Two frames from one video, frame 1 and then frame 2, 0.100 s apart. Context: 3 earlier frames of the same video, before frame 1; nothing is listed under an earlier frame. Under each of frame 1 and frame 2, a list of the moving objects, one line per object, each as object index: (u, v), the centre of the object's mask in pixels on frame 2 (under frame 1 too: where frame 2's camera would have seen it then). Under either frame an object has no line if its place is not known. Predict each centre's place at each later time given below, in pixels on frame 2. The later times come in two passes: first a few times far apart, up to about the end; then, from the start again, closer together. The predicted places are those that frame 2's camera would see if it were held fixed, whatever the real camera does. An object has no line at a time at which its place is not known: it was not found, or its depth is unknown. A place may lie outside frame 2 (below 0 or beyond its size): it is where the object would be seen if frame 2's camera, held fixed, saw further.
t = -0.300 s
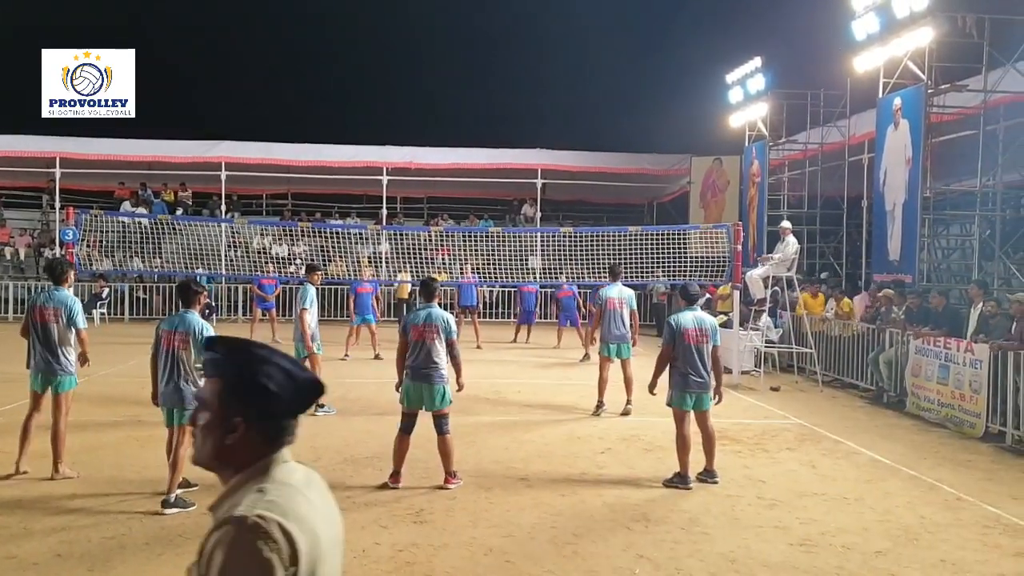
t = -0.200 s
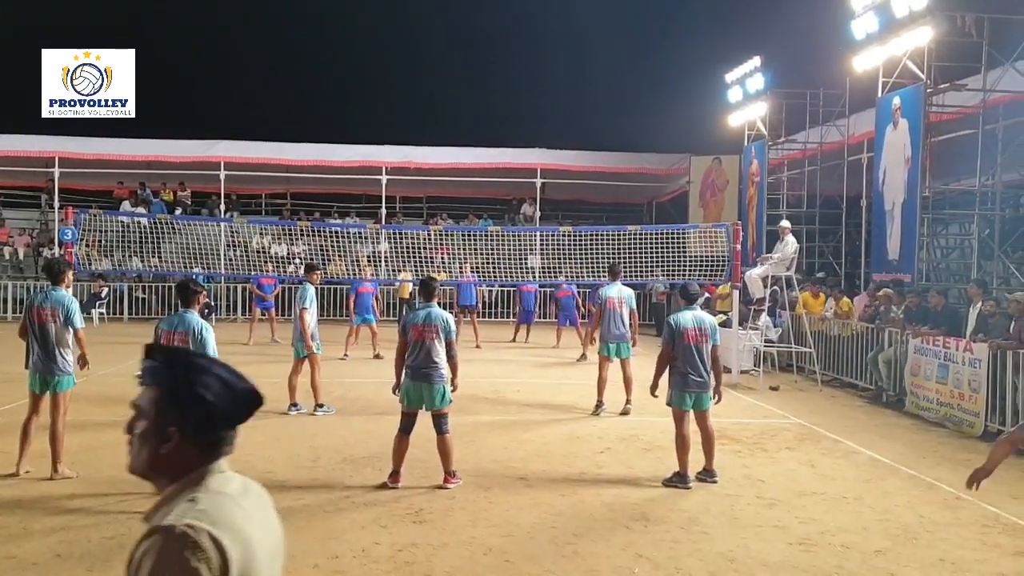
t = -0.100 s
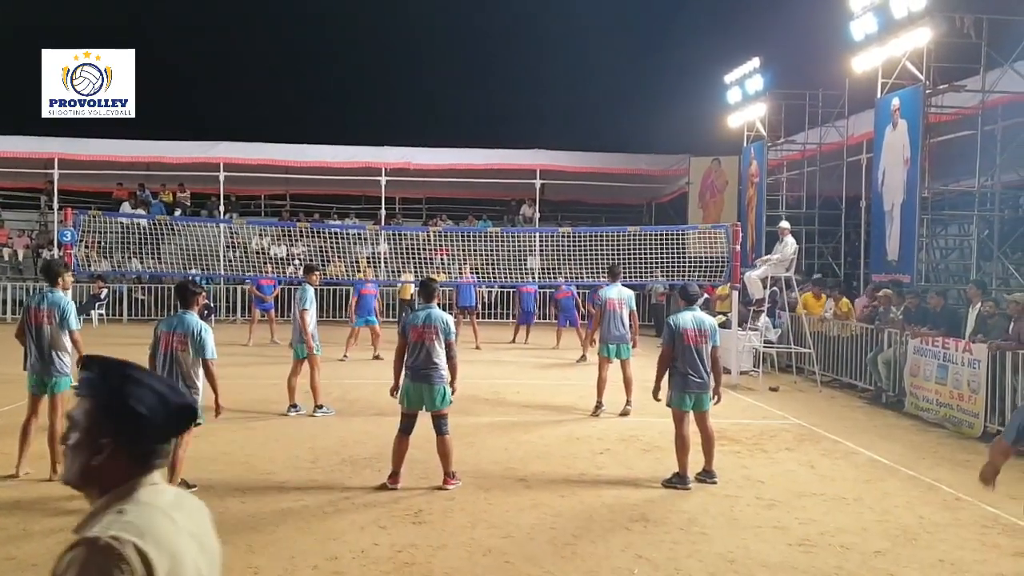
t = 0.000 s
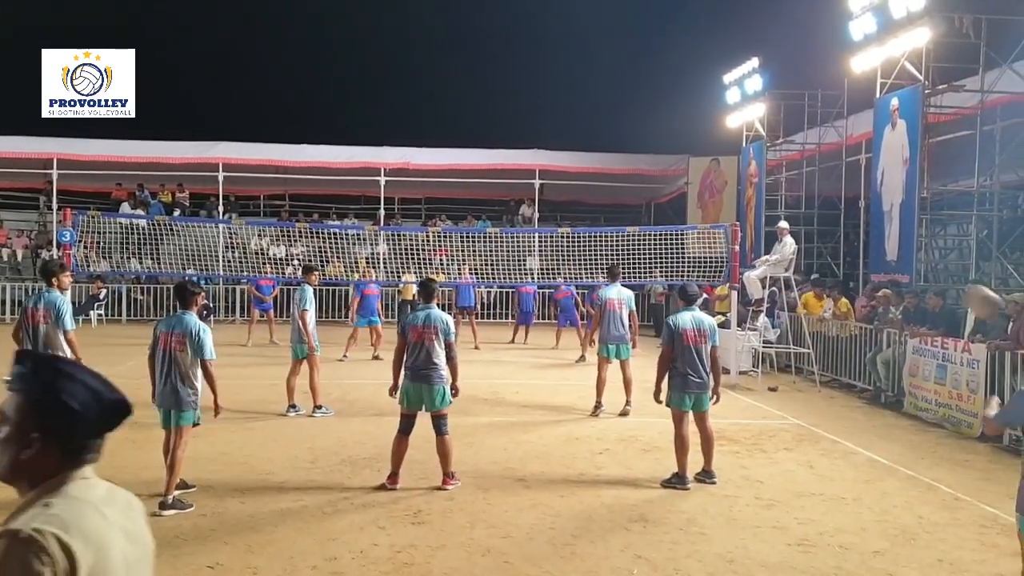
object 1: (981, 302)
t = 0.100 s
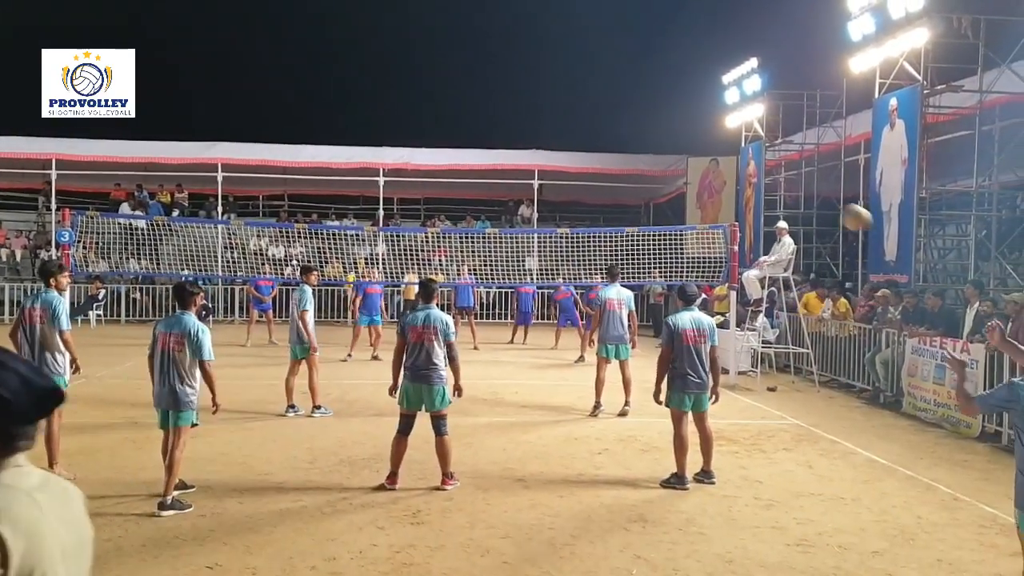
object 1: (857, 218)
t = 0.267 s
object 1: (720, 147)
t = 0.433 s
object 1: (634, 127)
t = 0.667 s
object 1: (557, 141)
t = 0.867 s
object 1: (513, 174)
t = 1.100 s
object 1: (478, 224)
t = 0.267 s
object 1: (720, 147)
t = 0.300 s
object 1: (700, 140)
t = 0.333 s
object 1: (682, 135)
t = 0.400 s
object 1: (649, 129)
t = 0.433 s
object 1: (634, 127)
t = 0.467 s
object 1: (621, 127)
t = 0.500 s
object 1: (608, 127)
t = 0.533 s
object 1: (596, 129)
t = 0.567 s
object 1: (586, 131)
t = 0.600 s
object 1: (575, 134)
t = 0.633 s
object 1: (566, 137)
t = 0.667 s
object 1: (557, 141)
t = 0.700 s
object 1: (548, 145)
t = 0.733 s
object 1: (540, 150)
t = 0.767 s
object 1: (533, 156)
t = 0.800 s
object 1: (526, 160)
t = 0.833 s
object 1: (520, 168)
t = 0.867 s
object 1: (513, 174)
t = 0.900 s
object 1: (508, 181)
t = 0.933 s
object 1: (502, 188)
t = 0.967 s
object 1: (496, 195)
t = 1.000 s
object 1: (491, 202)
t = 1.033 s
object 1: (486, 210)
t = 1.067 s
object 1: (482, 218)
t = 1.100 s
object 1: (478, 224)
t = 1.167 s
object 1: (469, 243)
